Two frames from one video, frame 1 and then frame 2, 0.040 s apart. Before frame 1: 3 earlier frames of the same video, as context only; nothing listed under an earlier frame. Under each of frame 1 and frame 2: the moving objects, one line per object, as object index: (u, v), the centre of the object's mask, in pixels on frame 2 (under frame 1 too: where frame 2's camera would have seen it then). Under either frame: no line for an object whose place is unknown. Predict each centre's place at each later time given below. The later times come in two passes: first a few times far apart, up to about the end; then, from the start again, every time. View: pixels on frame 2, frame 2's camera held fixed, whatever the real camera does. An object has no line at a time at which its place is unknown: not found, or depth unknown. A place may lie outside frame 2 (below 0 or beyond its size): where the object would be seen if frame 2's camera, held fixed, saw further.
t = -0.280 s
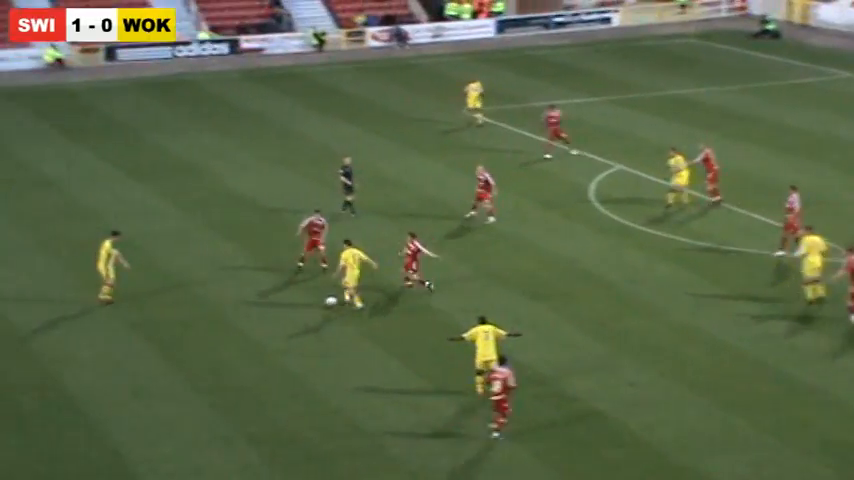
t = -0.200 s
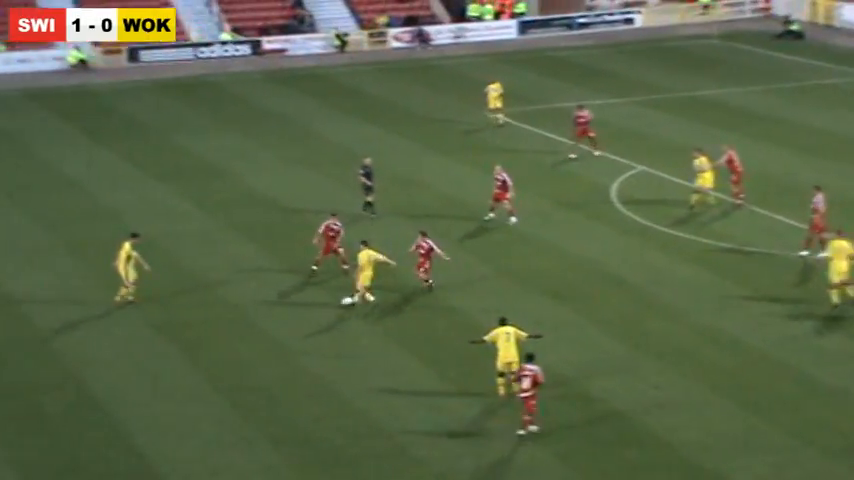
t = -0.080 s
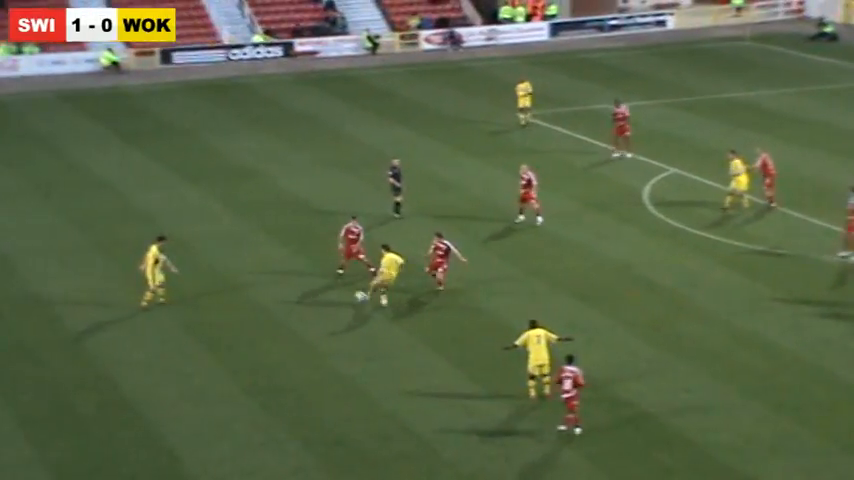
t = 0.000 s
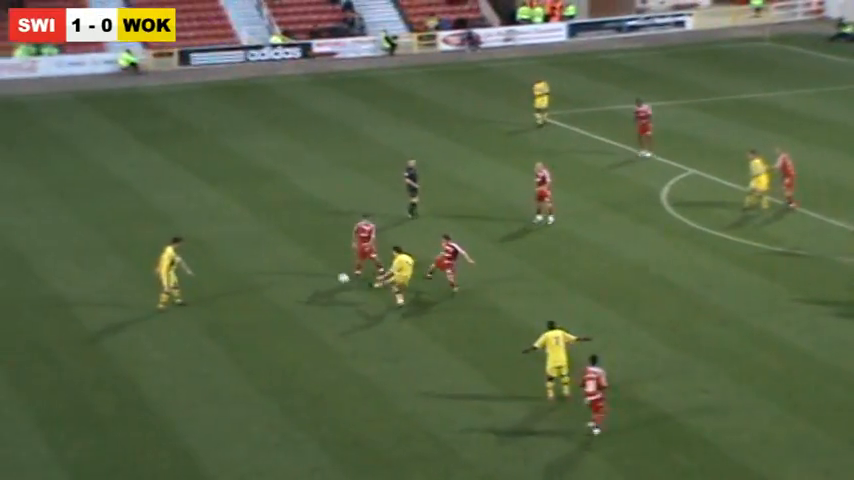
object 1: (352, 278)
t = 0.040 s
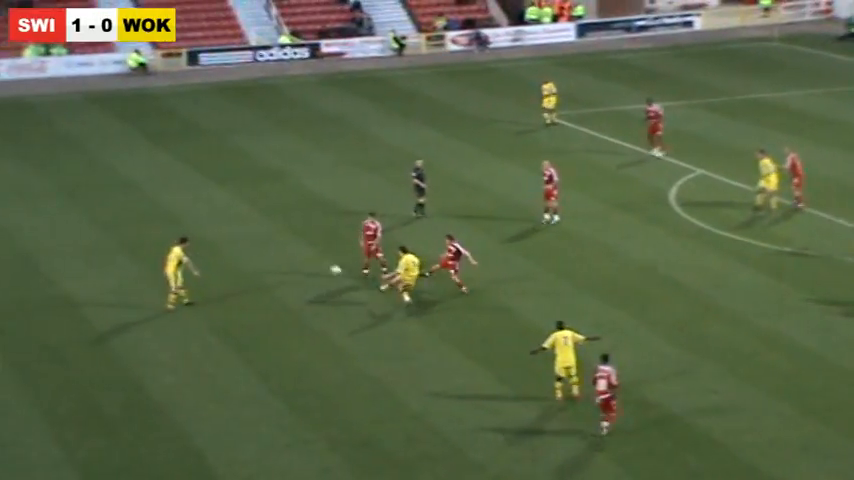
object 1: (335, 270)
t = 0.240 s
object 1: (267, 239)
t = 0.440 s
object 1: (214, 225)
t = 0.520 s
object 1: (196, 224)
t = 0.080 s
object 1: (320, 261)
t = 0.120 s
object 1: (306, 255)
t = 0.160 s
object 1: (292, 249)
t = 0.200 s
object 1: (279, 244)
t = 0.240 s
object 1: (267, 239)
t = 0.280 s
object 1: (255, 235)
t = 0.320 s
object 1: (244, 232)
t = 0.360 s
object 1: (233, 229)
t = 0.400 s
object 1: (223, 227)
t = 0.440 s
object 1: (214, 225)
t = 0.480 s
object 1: (205, 225)
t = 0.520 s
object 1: (196, 224)
